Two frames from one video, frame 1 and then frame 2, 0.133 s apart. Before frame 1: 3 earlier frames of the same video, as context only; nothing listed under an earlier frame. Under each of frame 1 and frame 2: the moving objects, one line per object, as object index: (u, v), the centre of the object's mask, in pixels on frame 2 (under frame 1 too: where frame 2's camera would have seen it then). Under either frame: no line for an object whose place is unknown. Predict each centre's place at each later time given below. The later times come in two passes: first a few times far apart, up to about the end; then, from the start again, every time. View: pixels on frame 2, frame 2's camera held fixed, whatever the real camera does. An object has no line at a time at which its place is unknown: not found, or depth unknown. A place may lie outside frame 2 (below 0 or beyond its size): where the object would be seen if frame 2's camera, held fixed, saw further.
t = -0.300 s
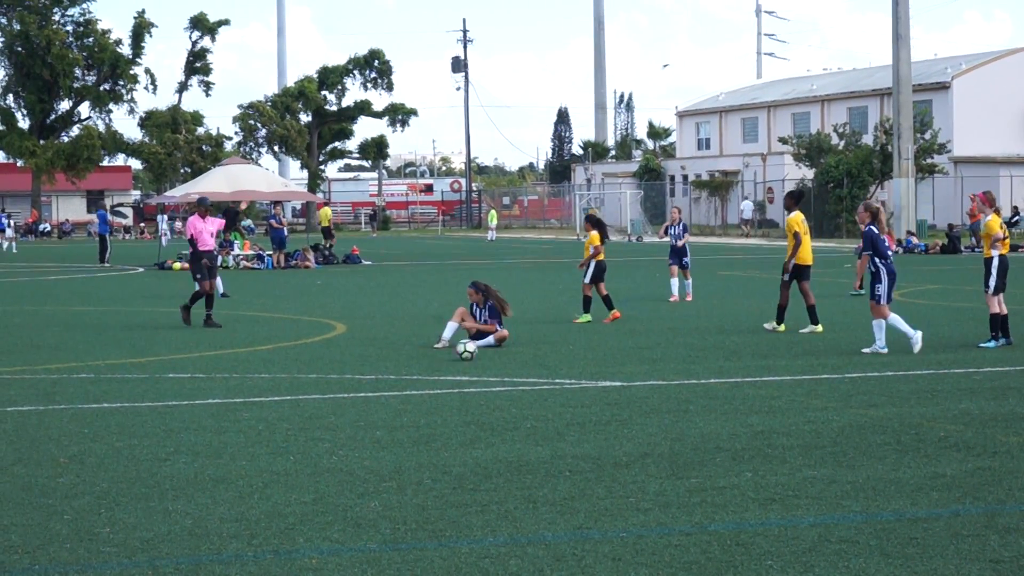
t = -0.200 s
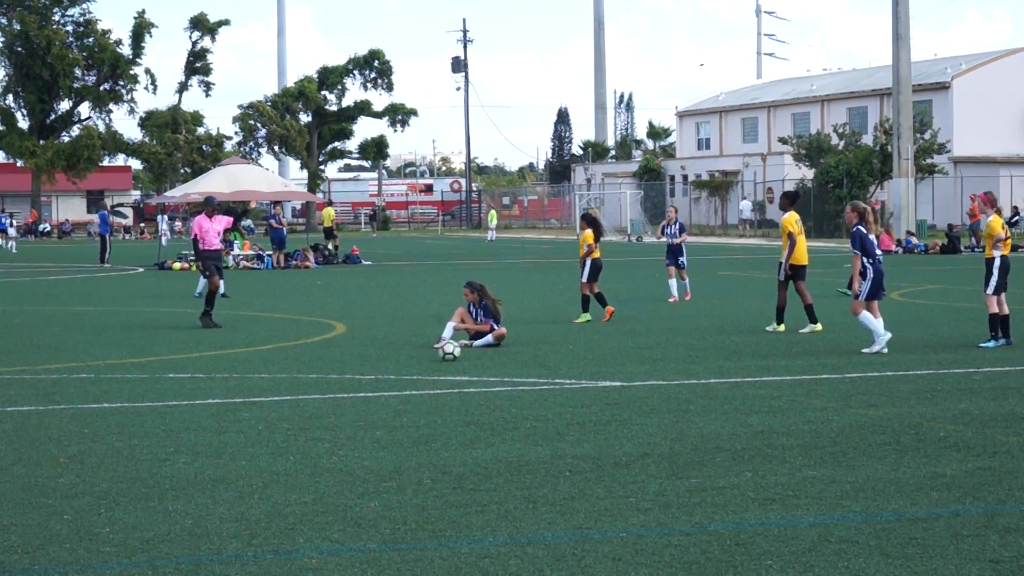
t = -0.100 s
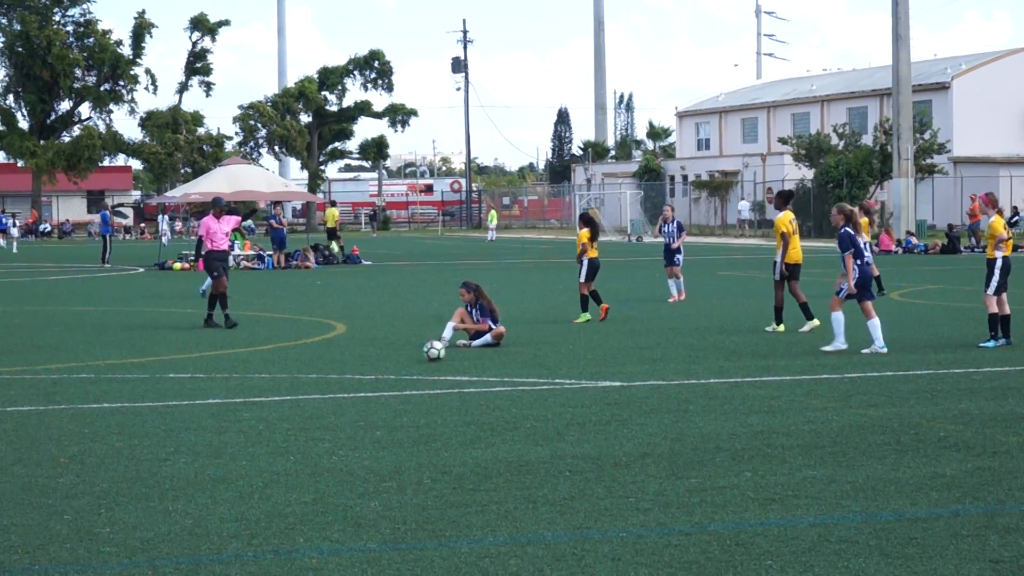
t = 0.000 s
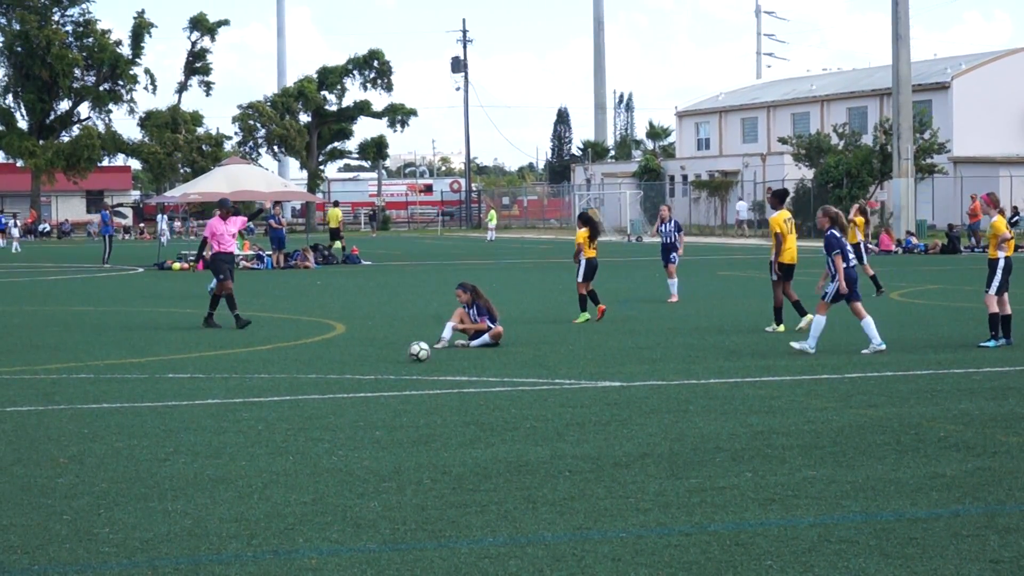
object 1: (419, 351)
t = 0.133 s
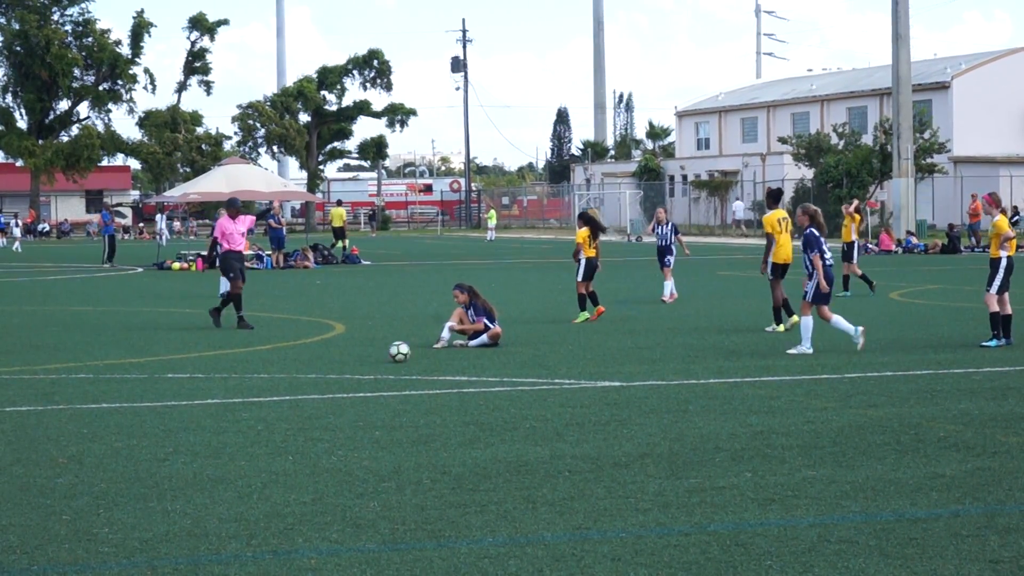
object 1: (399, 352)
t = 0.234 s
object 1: (384, 352)
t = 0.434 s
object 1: (357, 353)
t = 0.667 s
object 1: (327, 354)
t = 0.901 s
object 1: (300, 355)
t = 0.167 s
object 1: (394, 352)
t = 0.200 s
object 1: (389, 352)
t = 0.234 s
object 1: (384, 352)
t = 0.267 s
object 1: (379, 352)
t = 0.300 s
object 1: (375, 352)
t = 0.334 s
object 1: (370, 353)
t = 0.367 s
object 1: (366, 353)
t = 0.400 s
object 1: (361, 353)
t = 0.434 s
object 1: (357, 353)
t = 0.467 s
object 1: (352, 353)
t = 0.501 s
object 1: (348, 353)
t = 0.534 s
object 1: (344, 354)
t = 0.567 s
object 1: (339, 354)
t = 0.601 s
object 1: (335, 354)
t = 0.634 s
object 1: (331, 354)
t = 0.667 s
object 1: (327, 354)
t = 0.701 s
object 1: (323, 354)
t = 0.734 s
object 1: (318, 354)
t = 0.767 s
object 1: (314, 355)
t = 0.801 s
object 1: (311, 354)
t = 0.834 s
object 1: (307, 355)
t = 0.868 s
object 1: (303, 355)
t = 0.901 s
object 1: (300, 355)
